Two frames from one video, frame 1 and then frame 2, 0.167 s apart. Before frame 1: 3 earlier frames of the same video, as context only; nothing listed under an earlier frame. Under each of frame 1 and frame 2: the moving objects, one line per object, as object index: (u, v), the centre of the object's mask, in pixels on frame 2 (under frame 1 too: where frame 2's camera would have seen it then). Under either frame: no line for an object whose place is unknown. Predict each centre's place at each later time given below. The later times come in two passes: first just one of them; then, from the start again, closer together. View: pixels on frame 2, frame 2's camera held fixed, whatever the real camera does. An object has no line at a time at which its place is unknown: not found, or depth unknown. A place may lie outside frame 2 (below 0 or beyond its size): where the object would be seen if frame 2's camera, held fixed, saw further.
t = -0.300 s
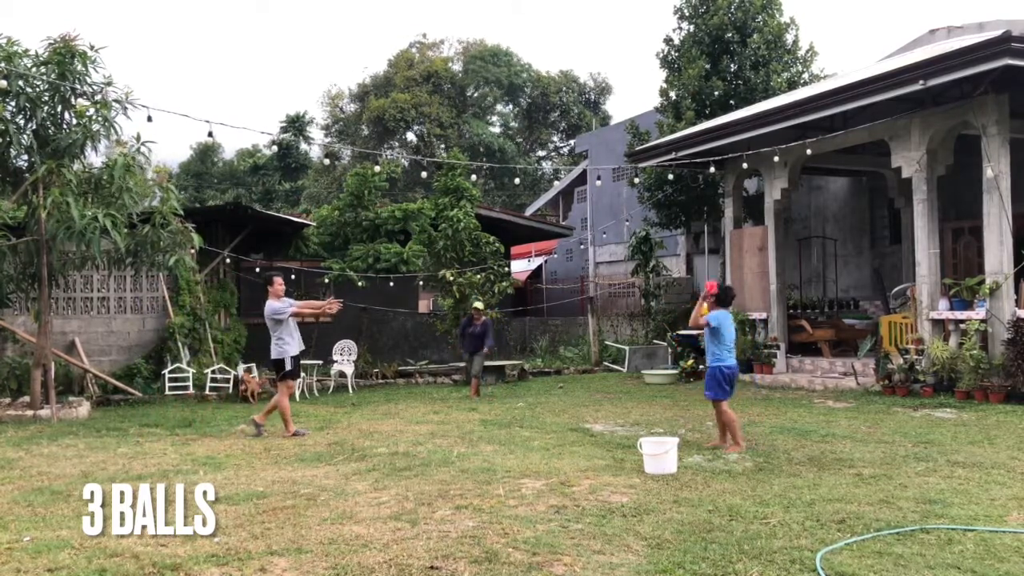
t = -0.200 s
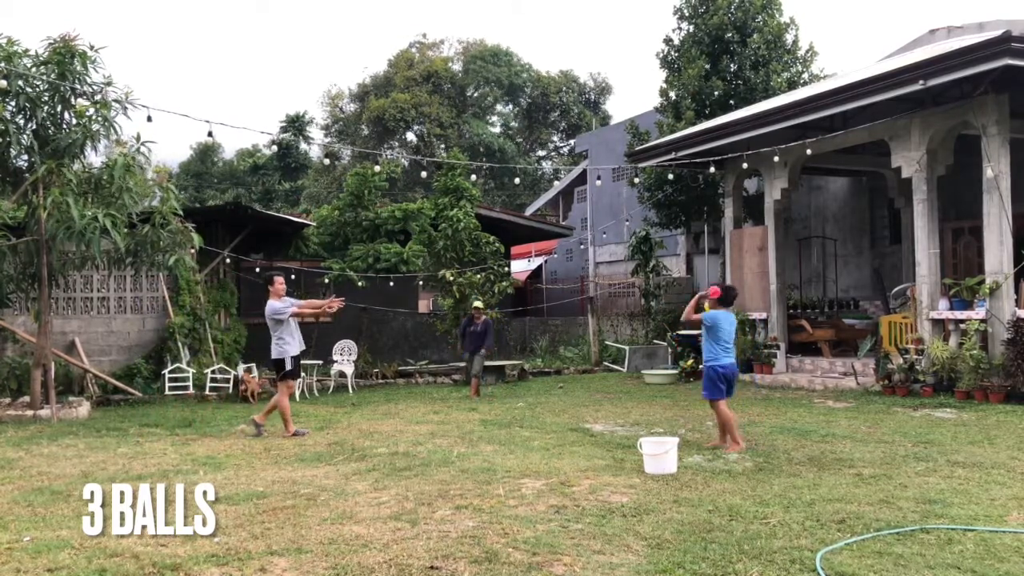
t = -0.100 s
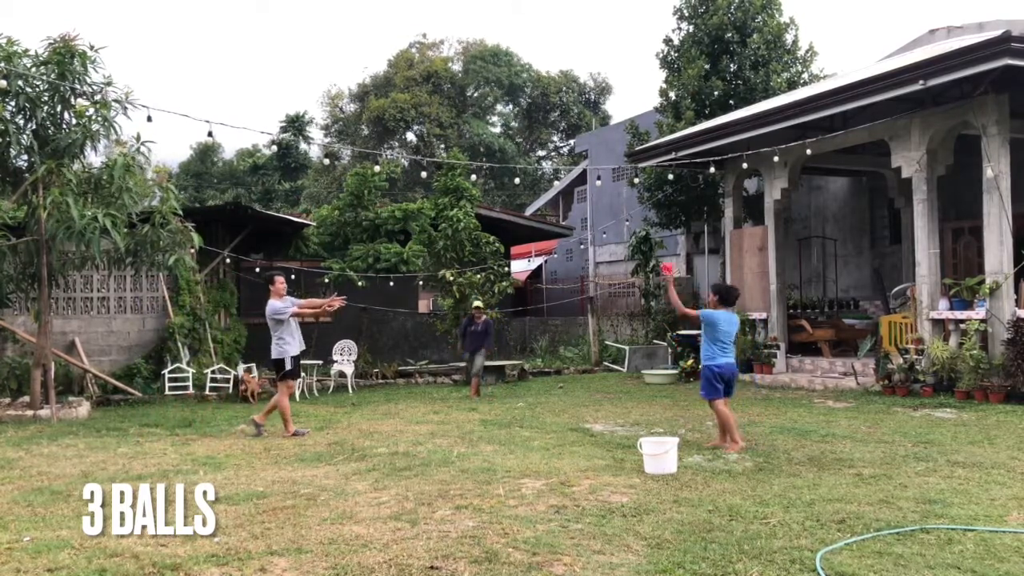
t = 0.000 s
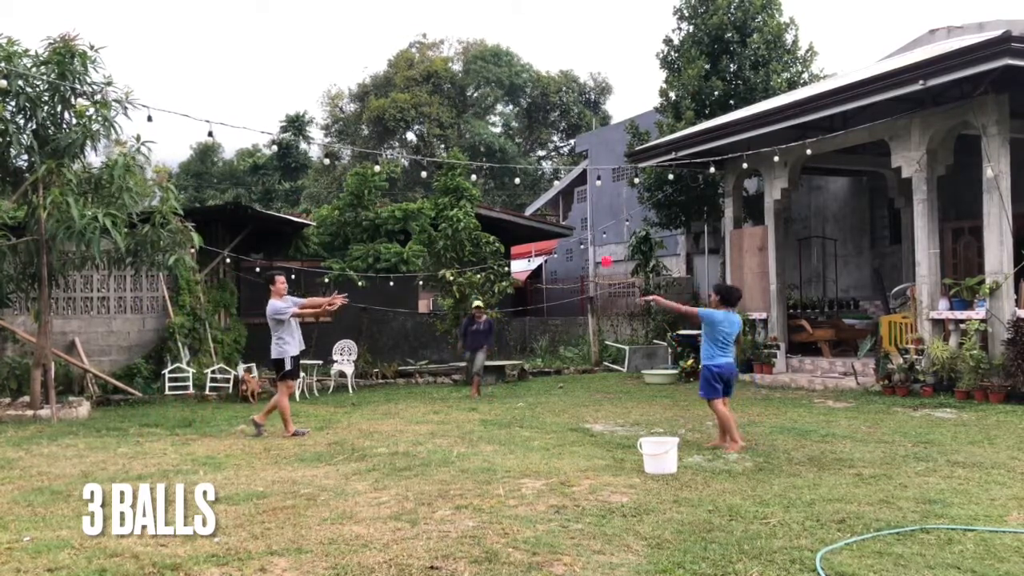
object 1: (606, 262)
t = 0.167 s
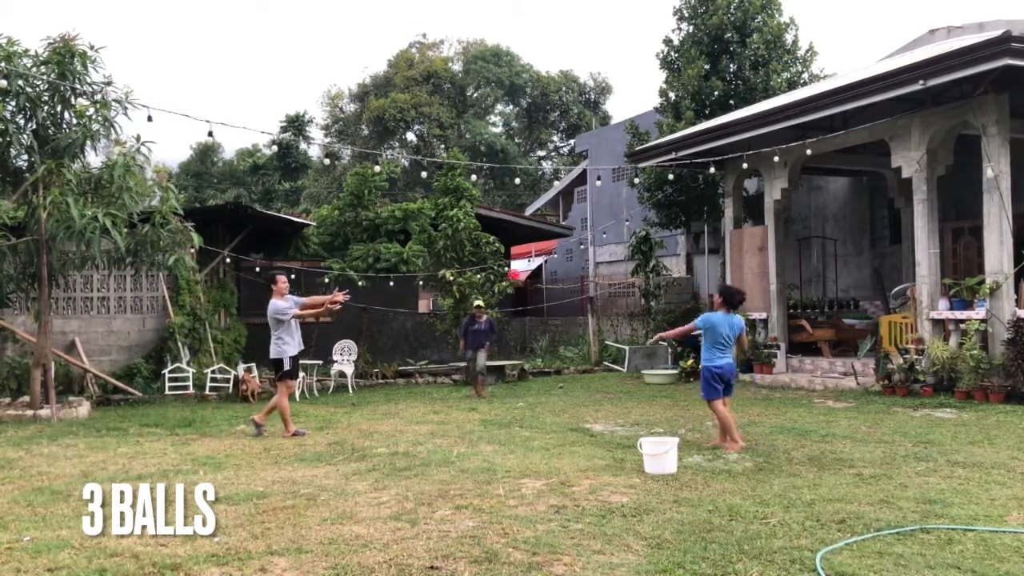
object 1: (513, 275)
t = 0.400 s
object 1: (404, 334)
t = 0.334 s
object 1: (434, 313)
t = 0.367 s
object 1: (419, 323)
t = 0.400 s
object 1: (404, 334)
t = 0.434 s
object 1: (390, 346)
